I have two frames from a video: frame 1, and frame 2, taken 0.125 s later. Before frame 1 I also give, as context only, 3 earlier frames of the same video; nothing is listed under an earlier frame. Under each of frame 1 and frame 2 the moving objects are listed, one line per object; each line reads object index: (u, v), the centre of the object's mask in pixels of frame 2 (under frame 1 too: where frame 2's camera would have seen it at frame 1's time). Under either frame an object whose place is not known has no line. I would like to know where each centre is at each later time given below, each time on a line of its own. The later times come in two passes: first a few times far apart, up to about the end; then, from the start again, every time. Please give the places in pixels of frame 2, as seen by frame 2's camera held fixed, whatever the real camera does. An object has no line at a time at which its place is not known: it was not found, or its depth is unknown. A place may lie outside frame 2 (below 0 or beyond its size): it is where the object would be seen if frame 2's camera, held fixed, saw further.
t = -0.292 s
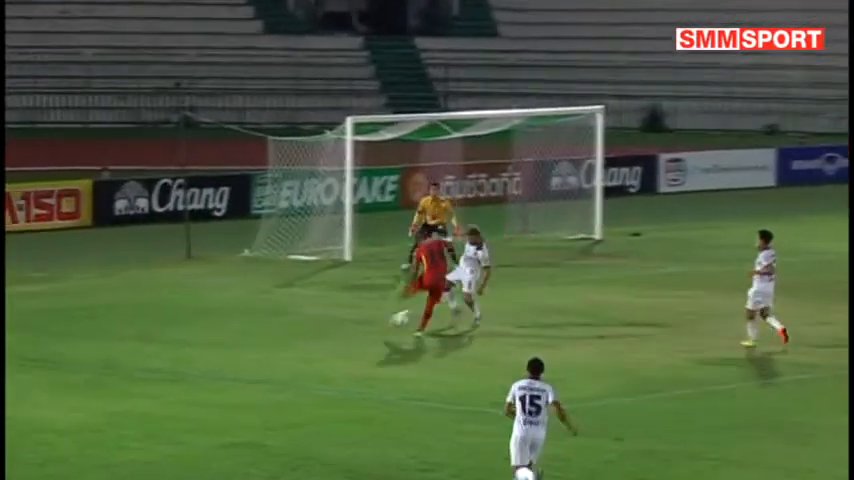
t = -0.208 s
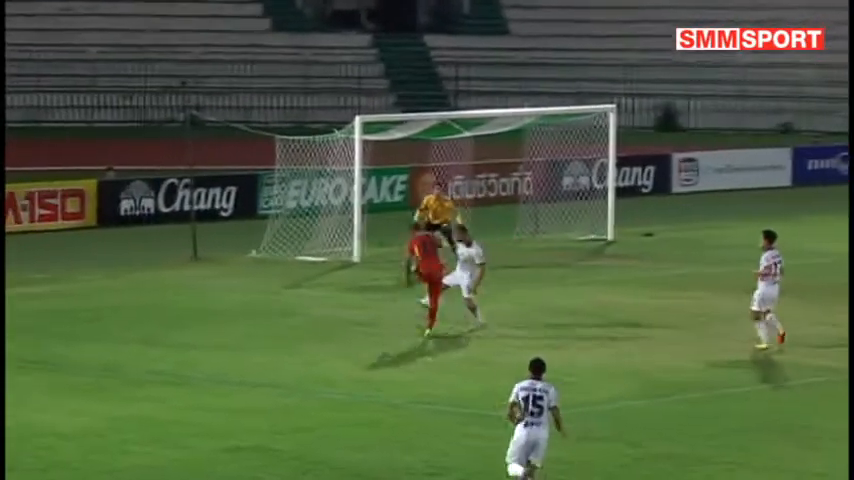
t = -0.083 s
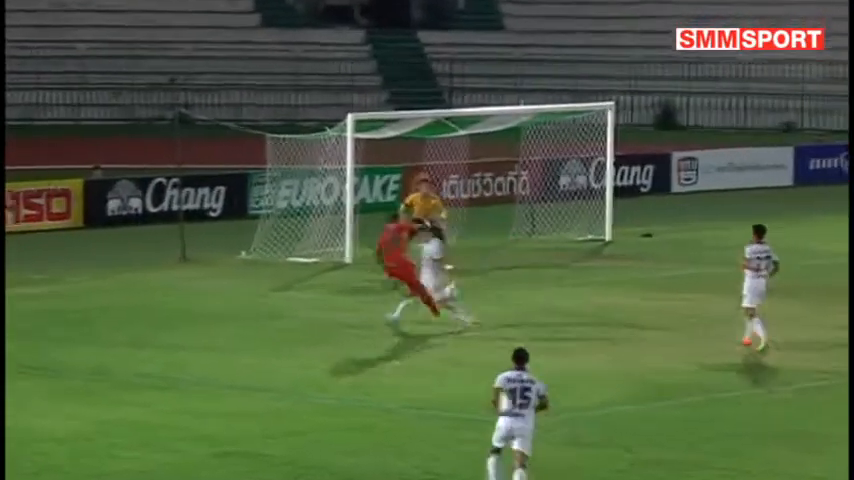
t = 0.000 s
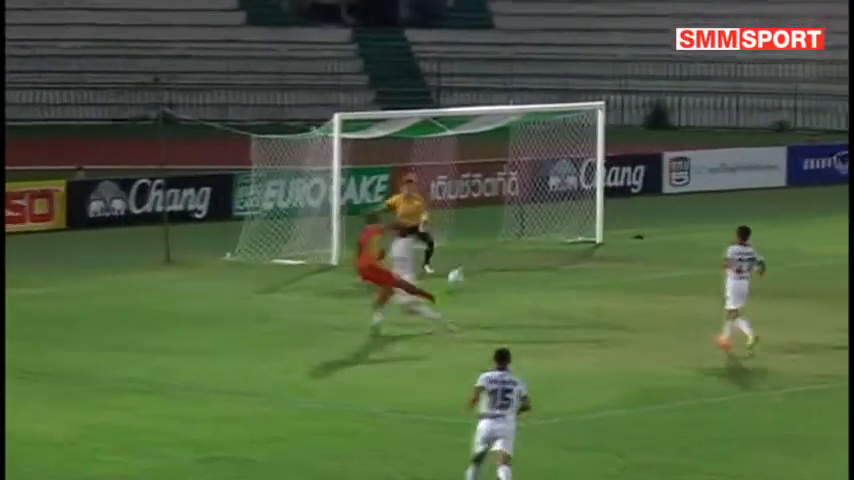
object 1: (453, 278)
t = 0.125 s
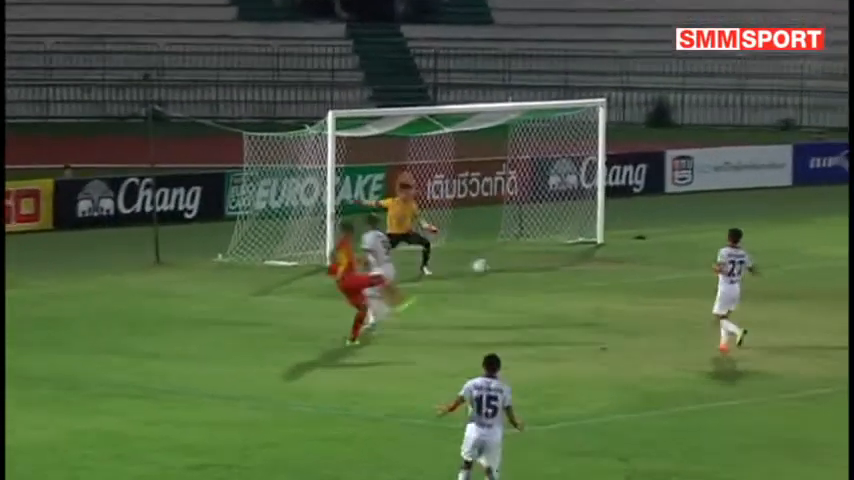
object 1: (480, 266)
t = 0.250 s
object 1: (502, 259)
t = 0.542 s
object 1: (549, 238)
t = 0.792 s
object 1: (576, 214)
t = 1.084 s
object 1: (528, 174)
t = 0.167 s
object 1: (487, 266)
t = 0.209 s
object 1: (496, 265)
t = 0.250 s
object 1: (502, 259)
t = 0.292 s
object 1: (509, 253)
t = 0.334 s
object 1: (516, 249)
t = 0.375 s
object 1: (524, 245)
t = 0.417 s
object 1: (531, 245)
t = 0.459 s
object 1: (538, 246)
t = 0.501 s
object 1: (545, 245)
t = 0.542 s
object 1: (549, 238)
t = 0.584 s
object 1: (555, 233)
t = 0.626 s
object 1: (561, 227)
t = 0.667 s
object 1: (566, 225)
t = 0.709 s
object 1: (571, 223)
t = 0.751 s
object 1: (576, 221)
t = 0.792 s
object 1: (576, 214)
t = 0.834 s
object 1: (570, 205)
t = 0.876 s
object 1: (564, 199)
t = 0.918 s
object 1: (556, 192)
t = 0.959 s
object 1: (550, 186)
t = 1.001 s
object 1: (542, 181)
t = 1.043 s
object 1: (534, 177)
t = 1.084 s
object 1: (528, 174)
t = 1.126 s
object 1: (520, 171)
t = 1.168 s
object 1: (511, 170)
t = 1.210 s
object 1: (503, 170)
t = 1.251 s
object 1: (496, 170)
